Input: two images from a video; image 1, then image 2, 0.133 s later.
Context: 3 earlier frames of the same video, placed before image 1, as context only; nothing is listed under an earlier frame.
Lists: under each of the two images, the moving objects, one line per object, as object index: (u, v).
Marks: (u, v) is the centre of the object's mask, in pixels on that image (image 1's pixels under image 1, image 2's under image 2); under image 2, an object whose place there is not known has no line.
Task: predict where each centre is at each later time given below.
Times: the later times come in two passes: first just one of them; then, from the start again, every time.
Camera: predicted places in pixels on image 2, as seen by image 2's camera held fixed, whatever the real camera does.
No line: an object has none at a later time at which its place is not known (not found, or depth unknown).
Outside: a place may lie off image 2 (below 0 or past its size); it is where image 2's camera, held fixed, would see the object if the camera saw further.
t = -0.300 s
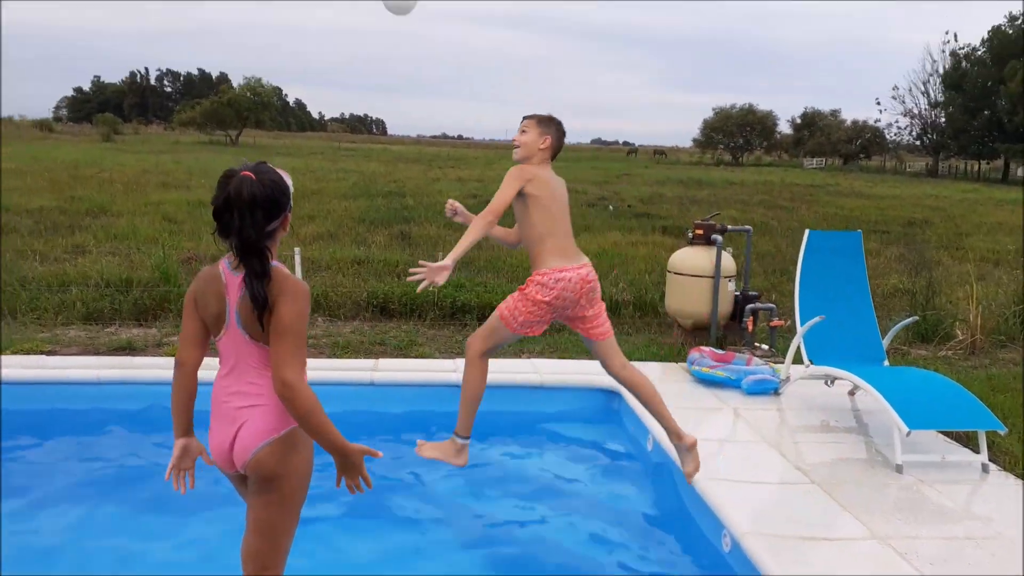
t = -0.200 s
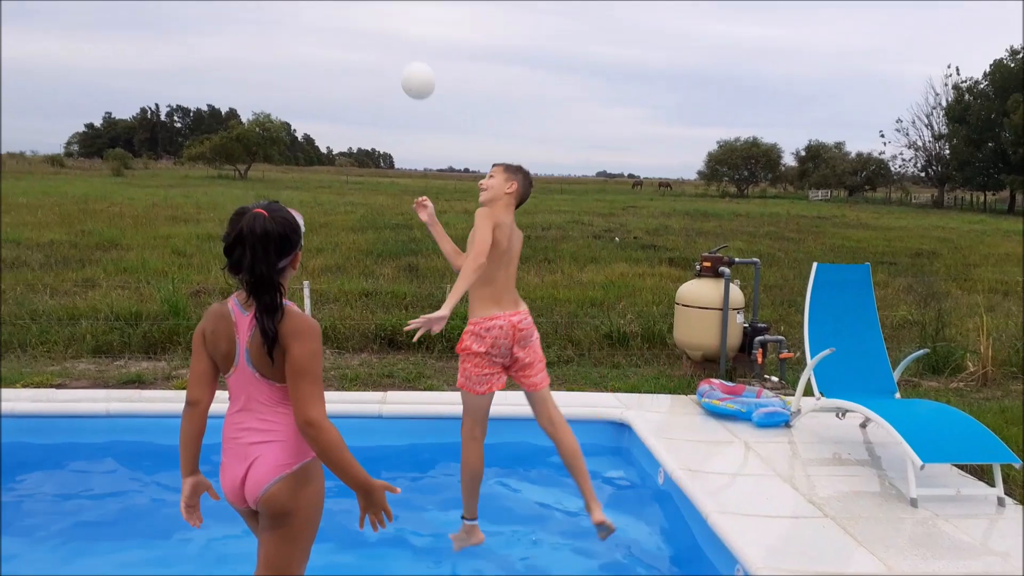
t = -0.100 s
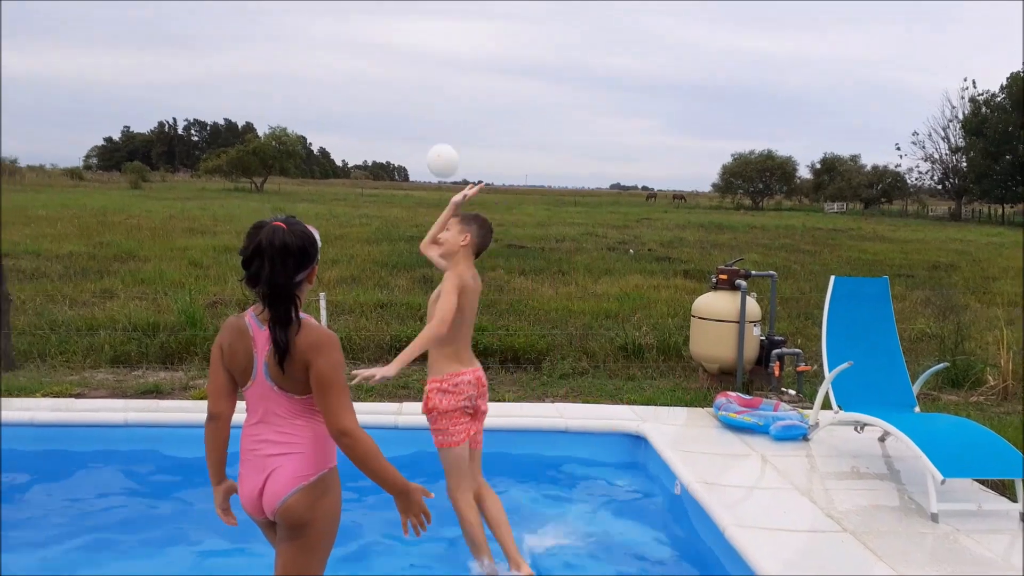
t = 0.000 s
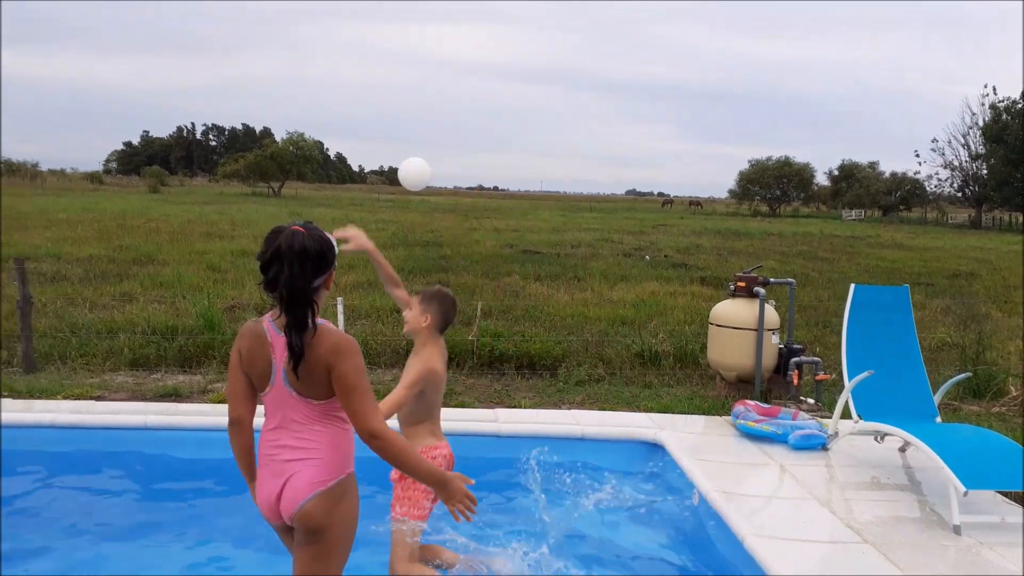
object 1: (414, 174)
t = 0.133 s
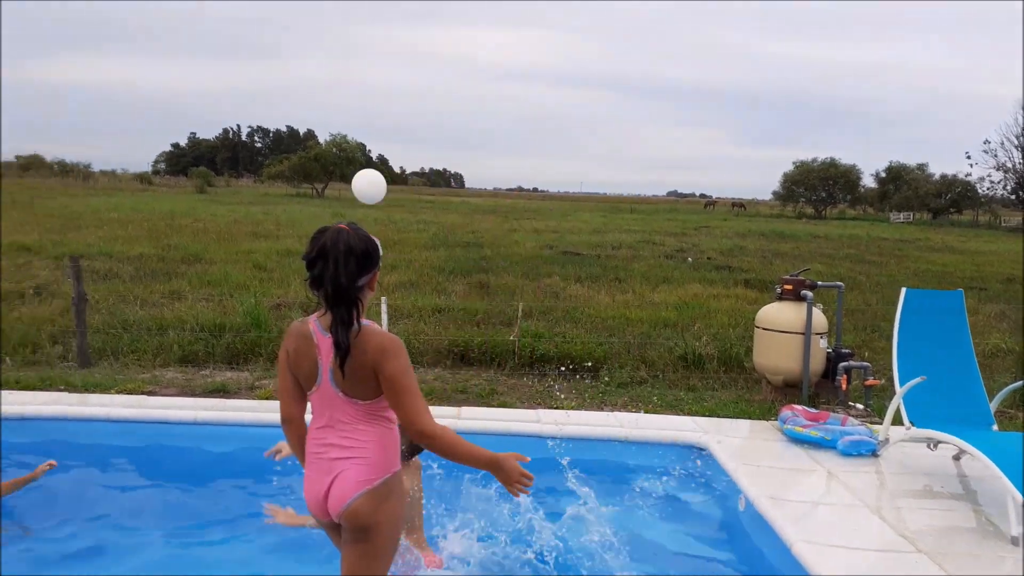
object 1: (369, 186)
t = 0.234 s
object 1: (296, 223)
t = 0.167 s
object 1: (345, 196)
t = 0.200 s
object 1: (319, 207)
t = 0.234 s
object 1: (296, 223)
